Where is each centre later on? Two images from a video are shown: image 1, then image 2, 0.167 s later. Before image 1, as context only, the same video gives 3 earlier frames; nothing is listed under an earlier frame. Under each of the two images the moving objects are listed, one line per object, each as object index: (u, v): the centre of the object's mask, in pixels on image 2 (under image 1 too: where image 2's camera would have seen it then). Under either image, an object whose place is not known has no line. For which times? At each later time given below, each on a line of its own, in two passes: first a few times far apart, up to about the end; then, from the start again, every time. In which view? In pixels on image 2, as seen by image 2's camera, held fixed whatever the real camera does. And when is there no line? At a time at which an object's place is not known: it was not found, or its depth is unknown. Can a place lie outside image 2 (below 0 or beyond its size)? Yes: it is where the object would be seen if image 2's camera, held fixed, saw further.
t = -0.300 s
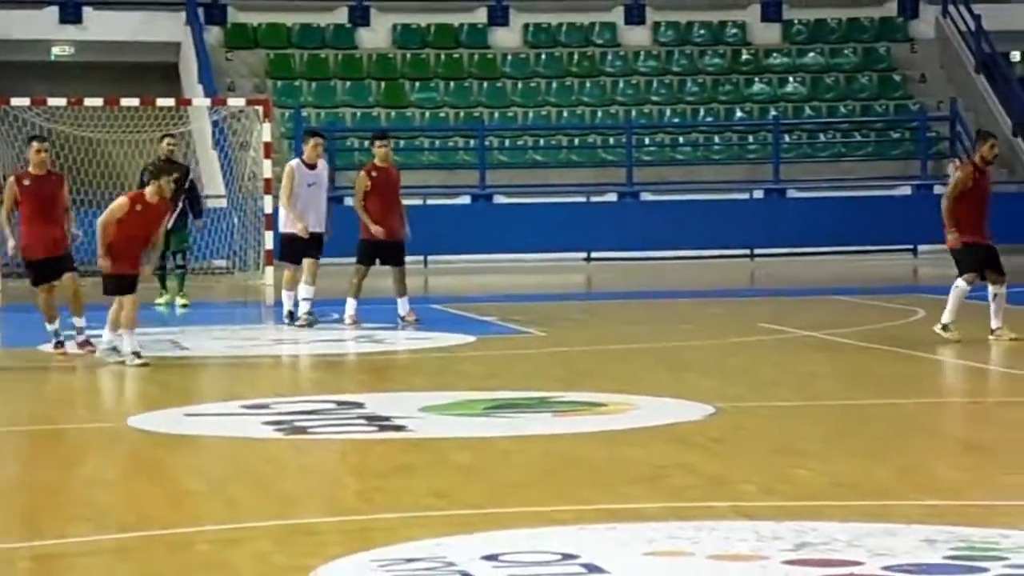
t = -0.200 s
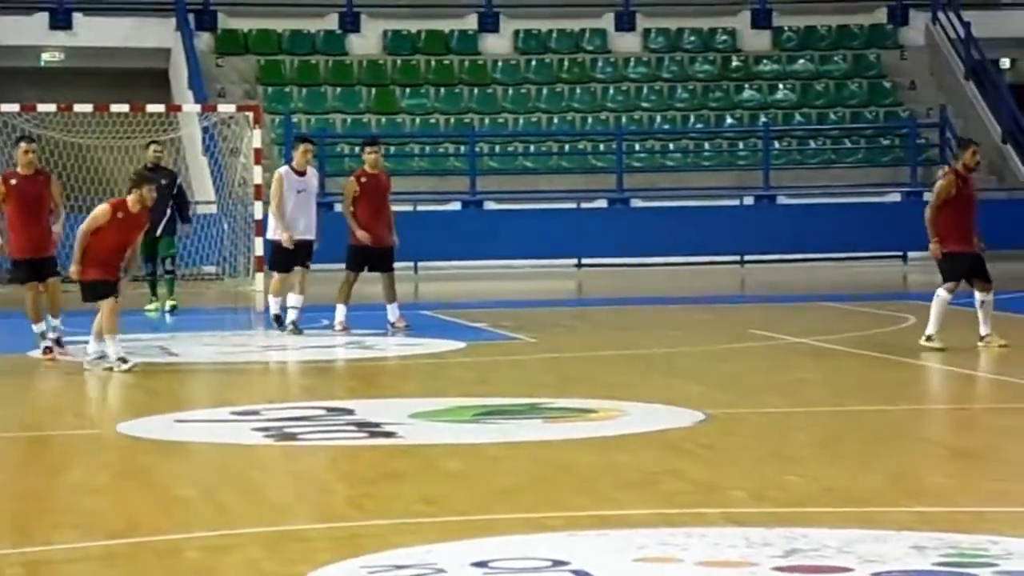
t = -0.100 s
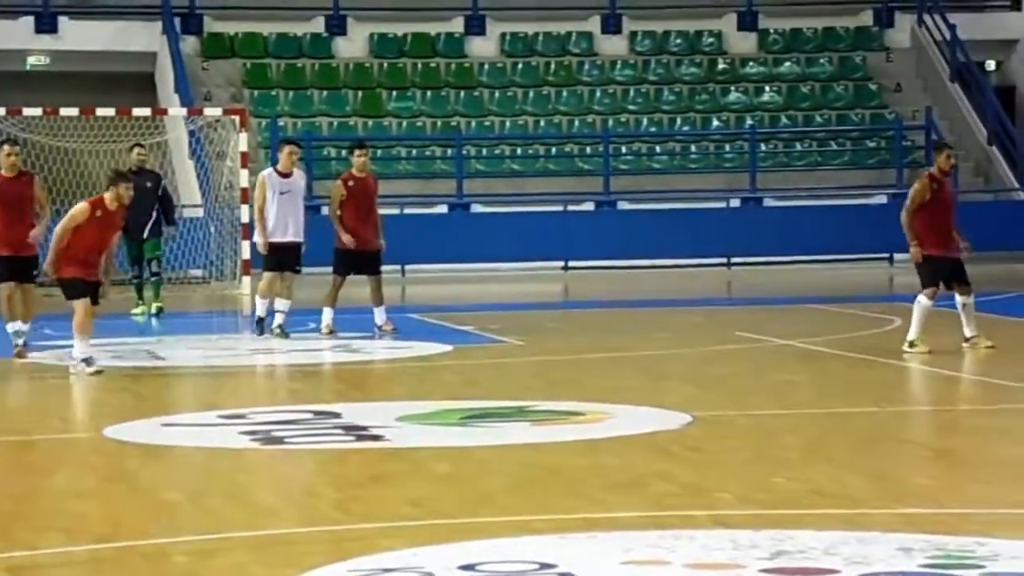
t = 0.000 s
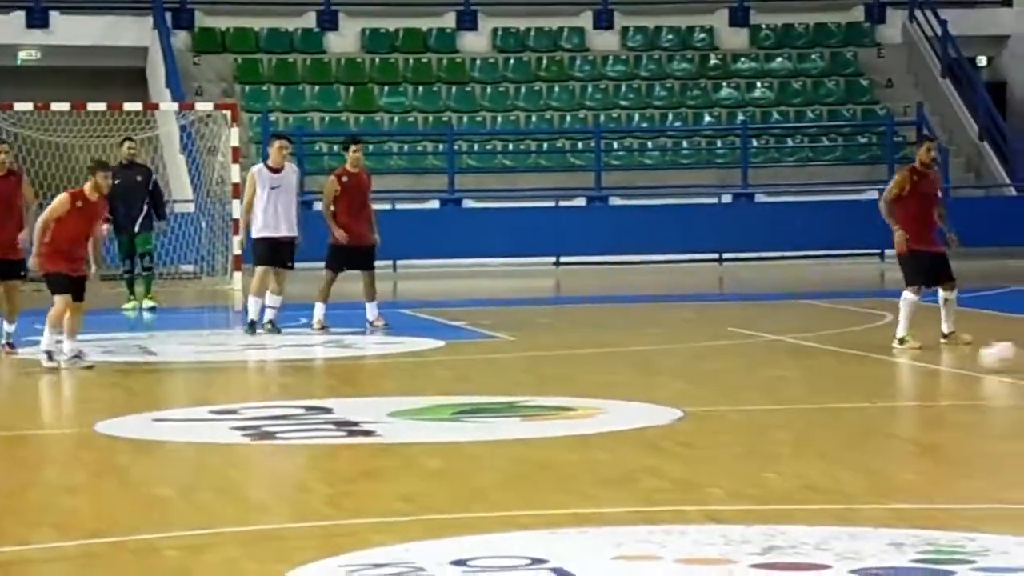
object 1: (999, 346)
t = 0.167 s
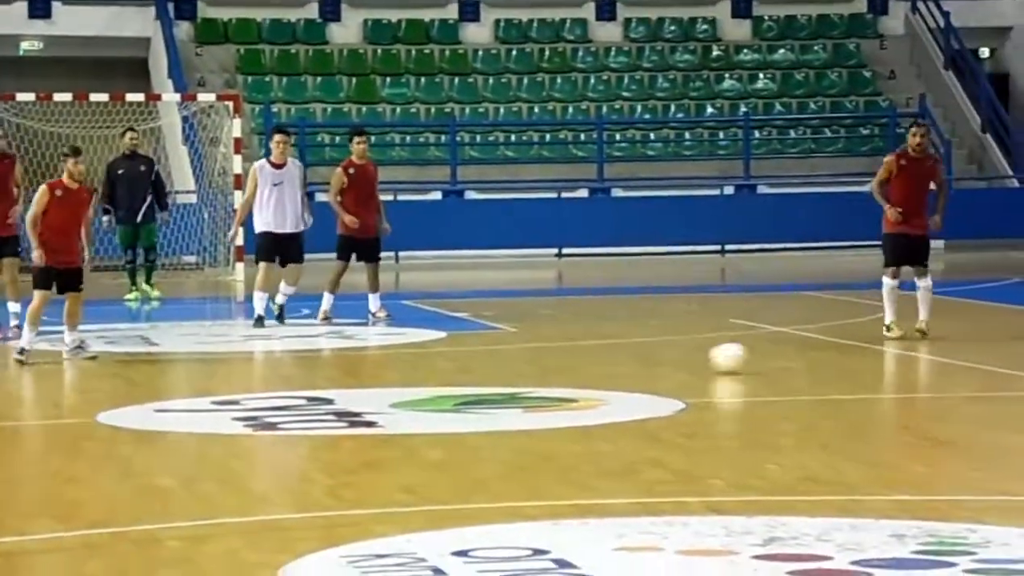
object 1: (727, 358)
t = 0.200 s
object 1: (678, 361)
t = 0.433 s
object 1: (331, 377)
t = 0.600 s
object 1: (87, 387)
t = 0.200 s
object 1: (678, 361)
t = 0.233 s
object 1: (626, 363)
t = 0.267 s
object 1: (576, 365)
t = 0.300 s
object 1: (527, 365)
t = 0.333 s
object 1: (475, 369)
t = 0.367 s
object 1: (427, 372)
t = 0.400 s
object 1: (379, 374)
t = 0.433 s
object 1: (331, 377)
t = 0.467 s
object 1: (281, 376)
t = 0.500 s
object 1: (231, 384)
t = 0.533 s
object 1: (185, 384)
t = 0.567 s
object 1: (138, 383)
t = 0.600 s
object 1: (87, 387)
